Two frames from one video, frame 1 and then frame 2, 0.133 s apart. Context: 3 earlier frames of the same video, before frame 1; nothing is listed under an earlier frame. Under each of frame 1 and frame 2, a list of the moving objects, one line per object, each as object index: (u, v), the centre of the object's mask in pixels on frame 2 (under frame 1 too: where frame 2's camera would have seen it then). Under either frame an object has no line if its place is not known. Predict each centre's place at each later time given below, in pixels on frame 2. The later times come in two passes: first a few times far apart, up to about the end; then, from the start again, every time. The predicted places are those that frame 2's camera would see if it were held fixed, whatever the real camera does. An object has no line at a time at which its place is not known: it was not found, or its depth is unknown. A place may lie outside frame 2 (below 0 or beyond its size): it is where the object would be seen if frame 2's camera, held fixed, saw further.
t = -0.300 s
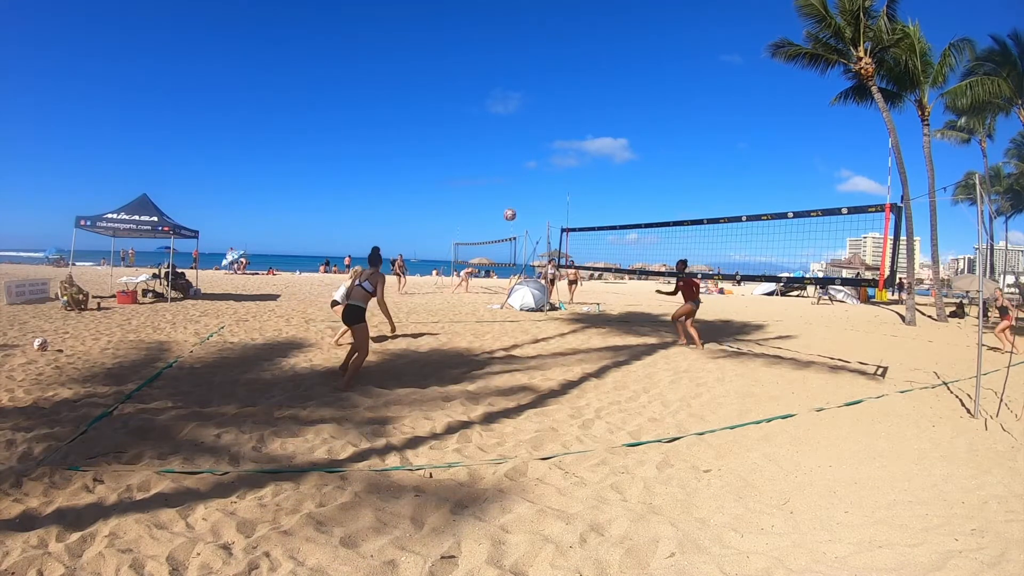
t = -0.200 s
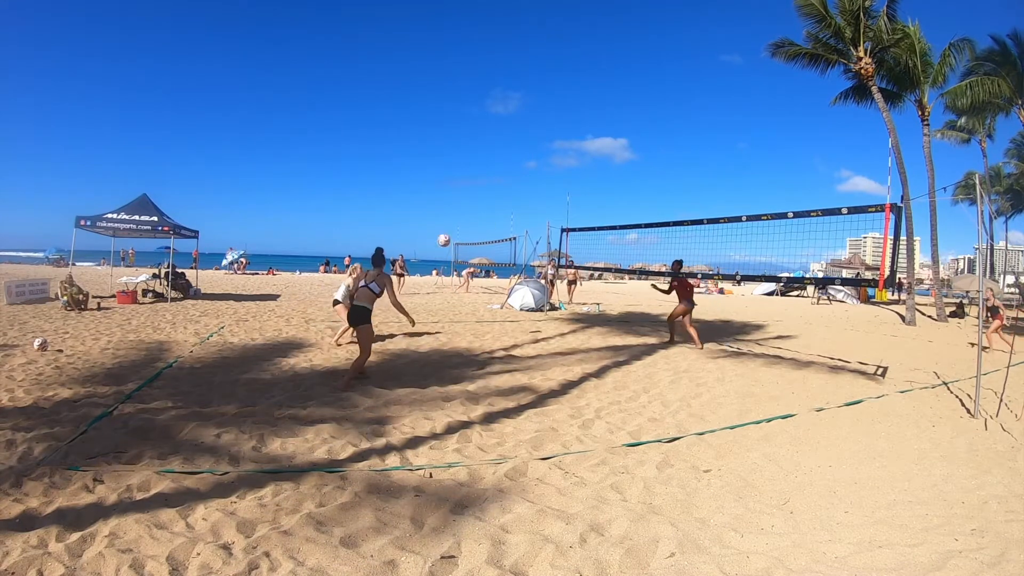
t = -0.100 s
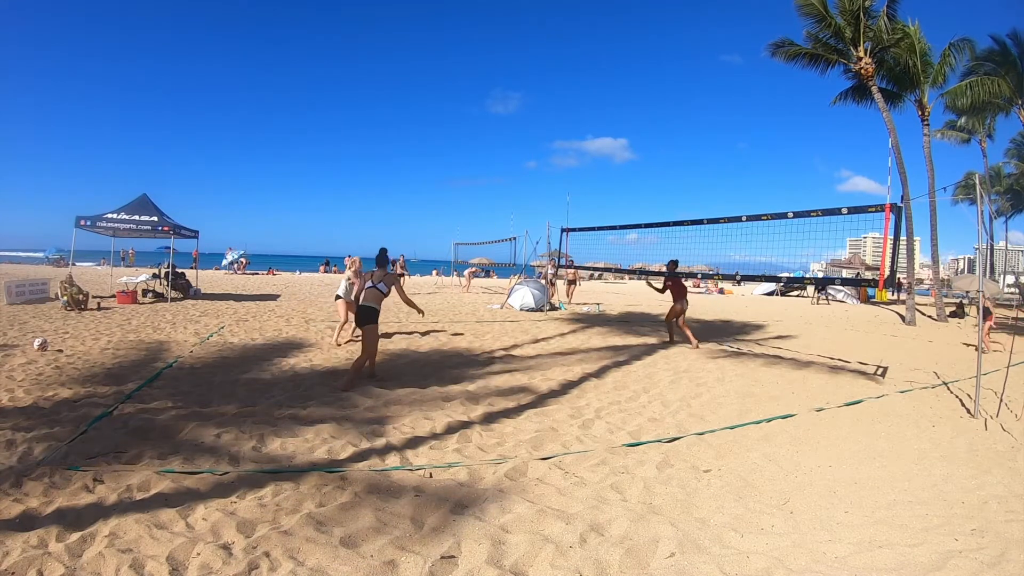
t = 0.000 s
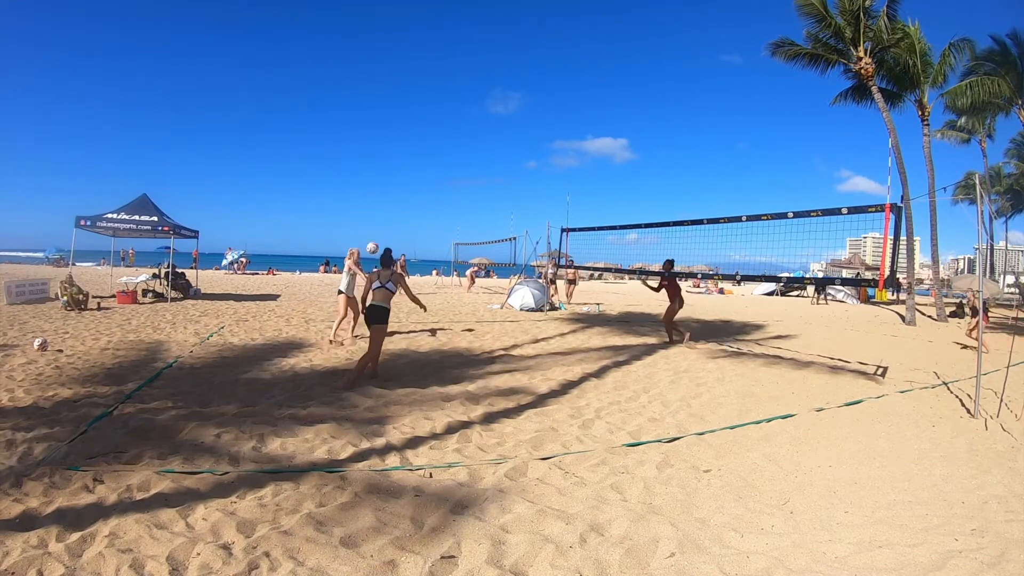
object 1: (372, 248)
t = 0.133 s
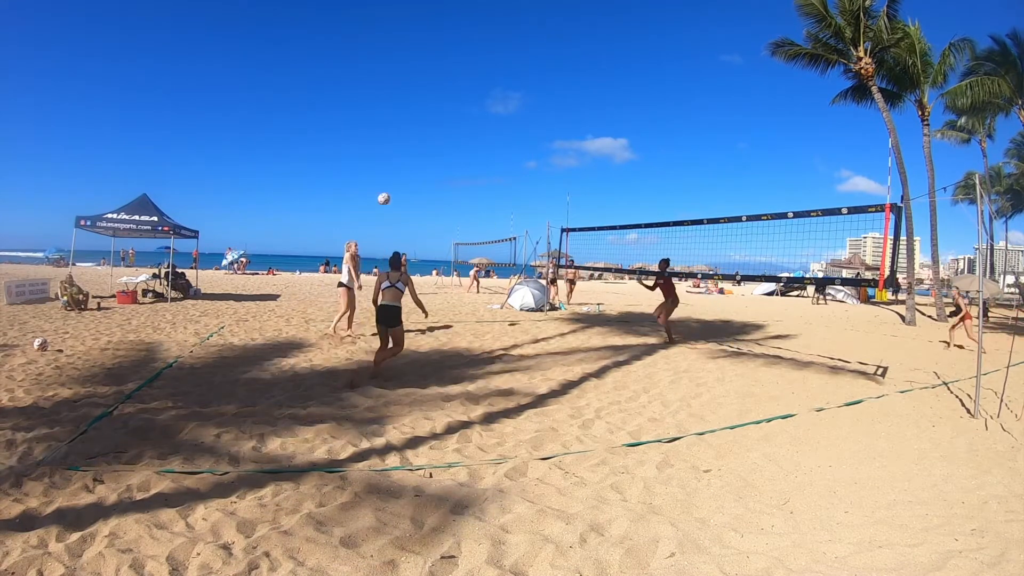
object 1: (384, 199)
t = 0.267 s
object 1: (395, 161)
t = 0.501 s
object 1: (412, 119)
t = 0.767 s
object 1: (430, 107)
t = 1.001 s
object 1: (444, 126)
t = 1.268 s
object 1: (459, 183)
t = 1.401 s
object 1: (466, 226)
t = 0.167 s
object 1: (386, 188)
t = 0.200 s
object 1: (389, 178)
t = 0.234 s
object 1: (392, 169)
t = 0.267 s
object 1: (395, 161)
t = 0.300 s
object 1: (397, 153)
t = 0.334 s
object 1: (400, 145)
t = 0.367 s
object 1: (403, 139)
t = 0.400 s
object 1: (405, 133)
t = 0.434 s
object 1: (408, 128)
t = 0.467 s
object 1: (411, 123)
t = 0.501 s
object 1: (412, 119)
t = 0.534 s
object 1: (415, 116)
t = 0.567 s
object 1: (418, 113)
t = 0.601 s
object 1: (420, 110)
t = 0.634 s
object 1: (422, 108)
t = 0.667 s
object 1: (424, 107)
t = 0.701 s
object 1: (426, 106)
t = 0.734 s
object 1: (428, 106)
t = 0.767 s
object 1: (430, 107)
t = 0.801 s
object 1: (432, 108)
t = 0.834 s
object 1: (434, 109)
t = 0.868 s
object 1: (437, 111)
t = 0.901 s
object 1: (439, 114)
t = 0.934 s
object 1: (440, 117)
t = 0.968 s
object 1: (442, 121)
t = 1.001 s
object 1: (444, 126)
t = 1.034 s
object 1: (446, 131)
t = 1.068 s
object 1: (448, 137)
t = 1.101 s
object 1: (450, 143)
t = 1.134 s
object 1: (452, 150)
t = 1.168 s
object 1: (454, 157)
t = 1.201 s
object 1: (455, 165)
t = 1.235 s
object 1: (457, 174)
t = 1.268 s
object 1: (459, 183)
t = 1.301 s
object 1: (461, 193)
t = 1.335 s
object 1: (462, 203)
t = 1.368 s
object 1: (464, 214)
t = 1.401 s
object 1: (466, 226)
